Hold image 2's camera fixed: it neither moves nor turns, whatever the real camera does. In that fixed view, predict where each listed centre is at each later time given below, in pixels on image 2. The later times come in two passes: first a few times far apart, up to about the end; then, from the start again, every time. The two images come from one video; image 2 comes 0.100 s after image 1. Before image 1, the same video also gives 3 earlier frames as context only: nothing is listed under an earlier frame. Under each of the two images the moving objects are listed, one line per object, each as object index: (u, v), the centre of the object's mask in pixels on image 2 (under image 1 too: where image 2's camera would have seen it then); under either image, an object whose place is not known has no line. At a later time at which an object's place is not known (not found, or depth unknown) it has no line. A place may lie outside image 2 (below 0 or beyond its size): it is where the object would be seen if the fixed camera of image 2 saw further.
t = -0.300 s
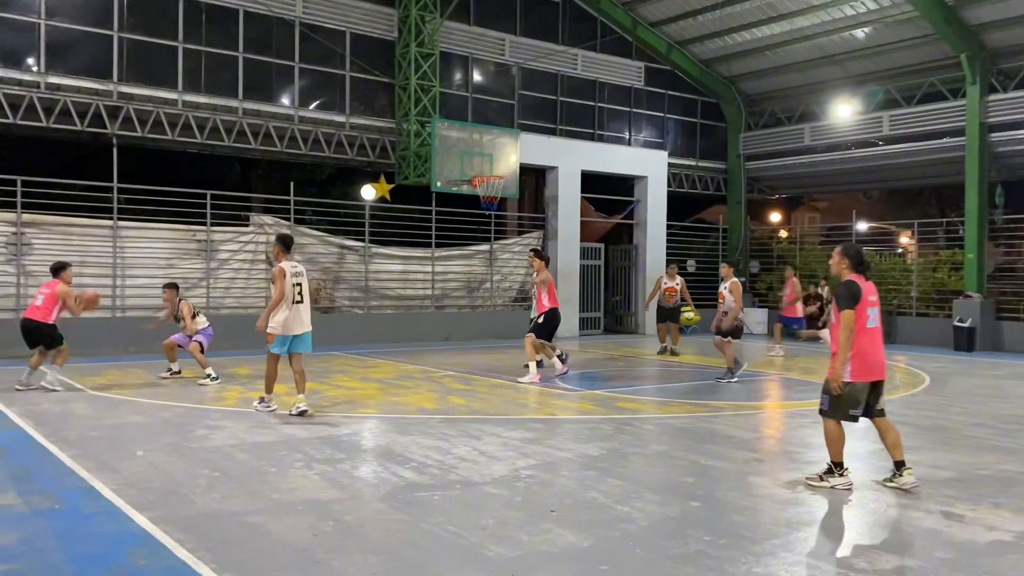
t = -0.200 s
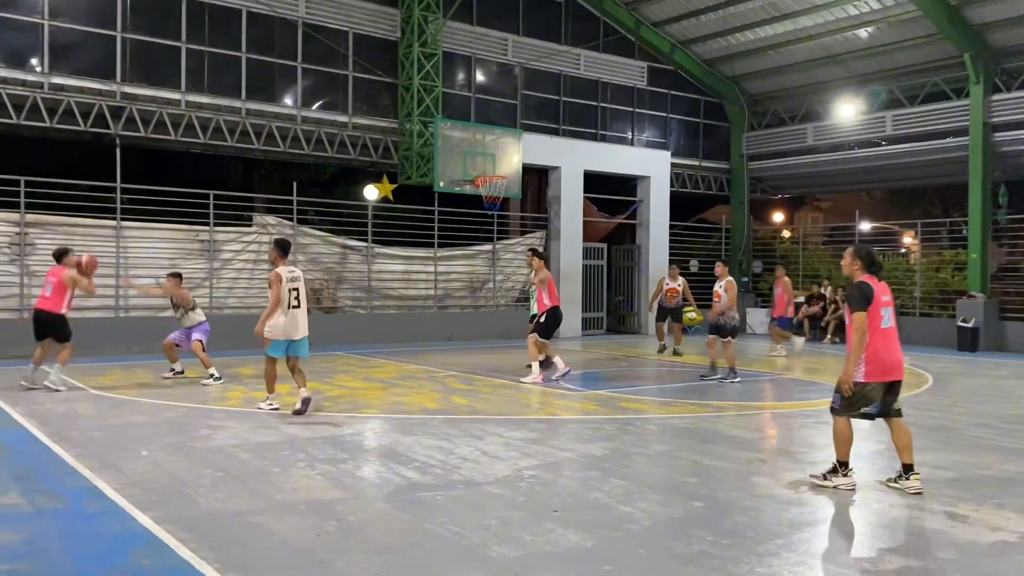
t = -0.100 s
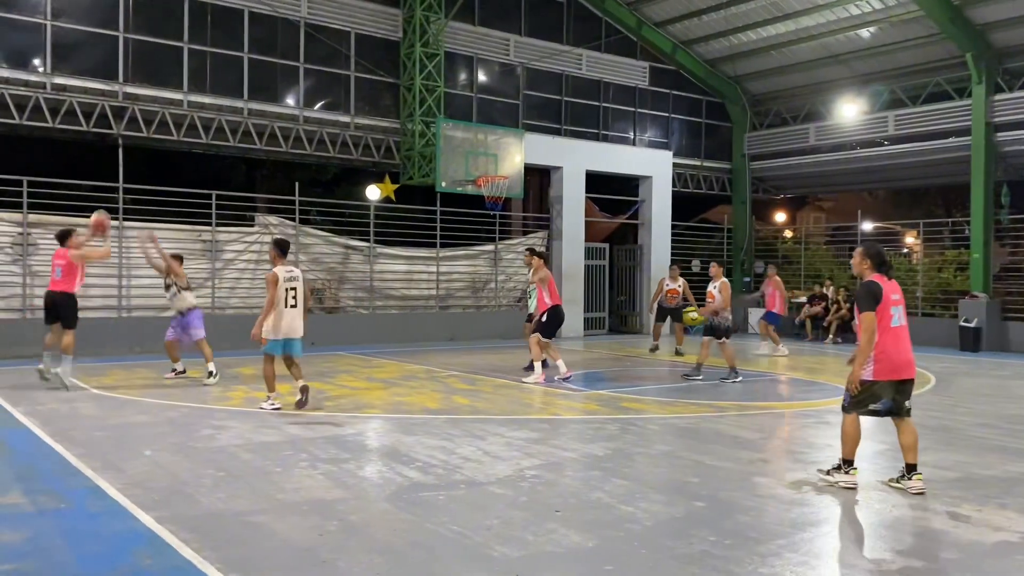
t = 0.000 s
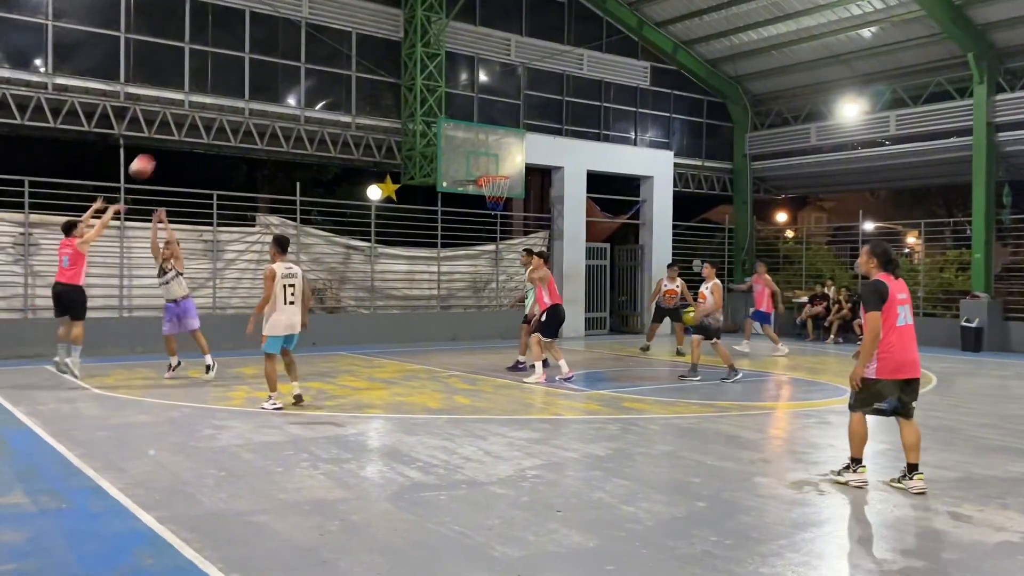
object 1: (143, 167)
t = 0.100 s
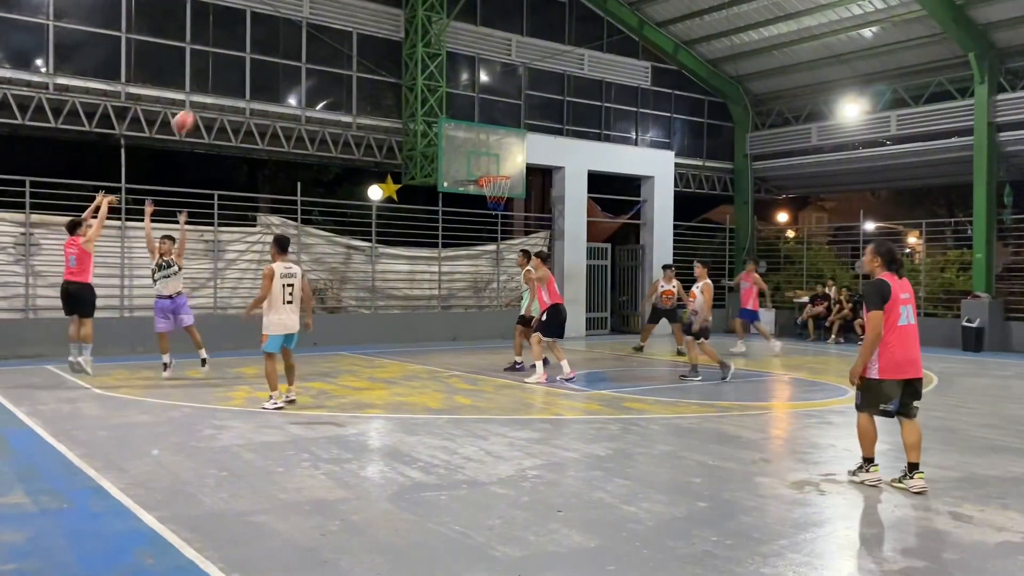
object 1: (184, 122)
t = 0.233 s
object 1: (234, 79)
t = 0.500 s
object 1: (320, 41)
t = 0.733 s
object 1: (383, 51)
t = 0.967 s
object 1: (439, 93)
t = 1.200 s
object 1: (487, 161)
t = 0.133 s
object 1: (196, 109)
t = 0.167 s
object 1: (210, 97)
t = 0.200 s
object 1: (222, 87)
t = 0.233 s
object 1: (234, 79)
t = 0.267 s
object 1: (245, 71)
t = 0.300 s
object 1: (257, 64)
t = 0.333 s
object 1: (268, 58)
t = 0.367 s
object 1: (279, 52)
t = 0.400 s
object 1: (290, 49)
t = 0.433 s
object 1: (300, 46)
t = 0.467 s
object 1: (310, 43)
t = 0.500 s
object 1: (320, 41)
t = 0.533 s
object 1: (329, 40)
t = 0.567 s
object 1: (339, 40)
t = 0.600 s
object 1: (348, 41)
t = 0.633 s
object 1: (358, 43)
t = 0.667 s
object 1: (366, 45)
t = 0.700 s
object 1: (375, 48)
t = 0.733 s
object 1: (383, 51)
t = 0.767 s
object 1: (392, 55)
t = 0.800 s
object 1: (400, 60)
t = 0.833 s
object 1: (408, 66)
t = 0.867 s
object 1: (416, 72)
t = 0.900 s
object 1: (424, 78)
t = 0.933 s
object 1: (431, 85)
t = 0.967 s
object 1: (439, 93)
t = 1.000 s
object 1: (446, 102)
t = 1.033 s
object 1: (453, 110)
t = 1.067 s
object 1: (460, 119)
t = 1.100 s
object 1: (466, 128)
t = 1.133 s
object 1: (473, 139)
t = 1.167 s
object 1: (480, 149)
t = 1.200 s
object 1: (487, 161)
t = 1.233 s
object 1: (492, 169)
